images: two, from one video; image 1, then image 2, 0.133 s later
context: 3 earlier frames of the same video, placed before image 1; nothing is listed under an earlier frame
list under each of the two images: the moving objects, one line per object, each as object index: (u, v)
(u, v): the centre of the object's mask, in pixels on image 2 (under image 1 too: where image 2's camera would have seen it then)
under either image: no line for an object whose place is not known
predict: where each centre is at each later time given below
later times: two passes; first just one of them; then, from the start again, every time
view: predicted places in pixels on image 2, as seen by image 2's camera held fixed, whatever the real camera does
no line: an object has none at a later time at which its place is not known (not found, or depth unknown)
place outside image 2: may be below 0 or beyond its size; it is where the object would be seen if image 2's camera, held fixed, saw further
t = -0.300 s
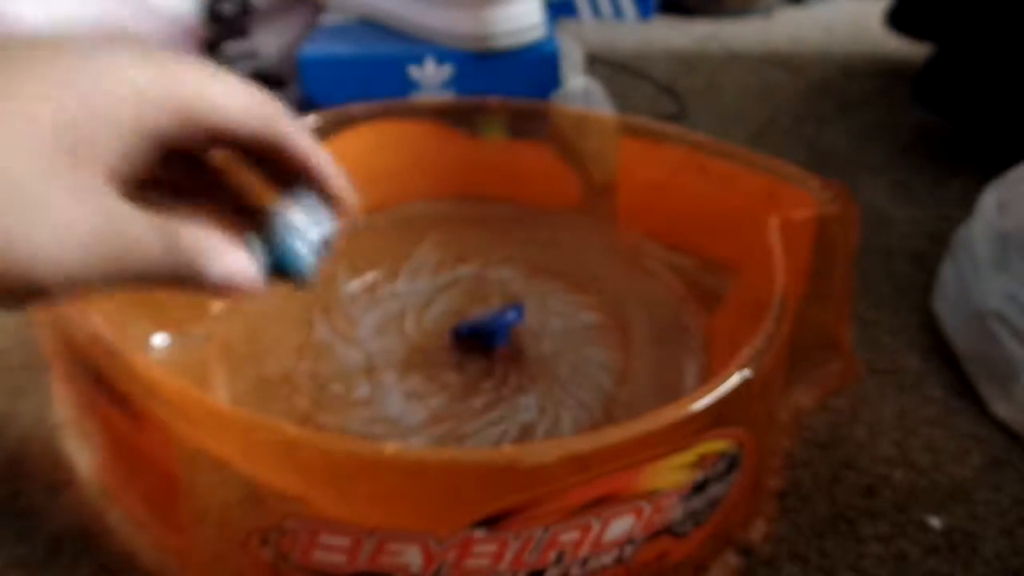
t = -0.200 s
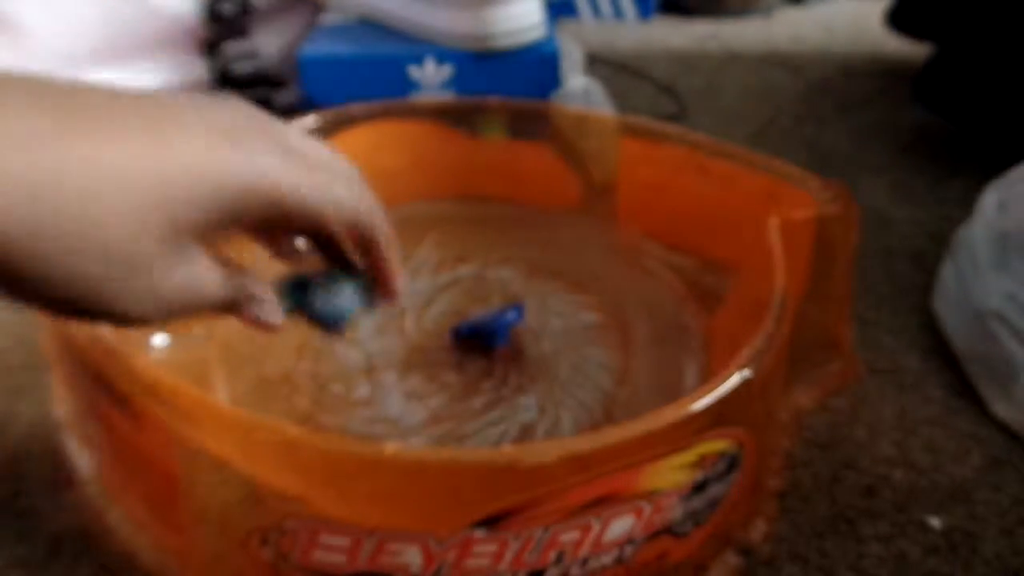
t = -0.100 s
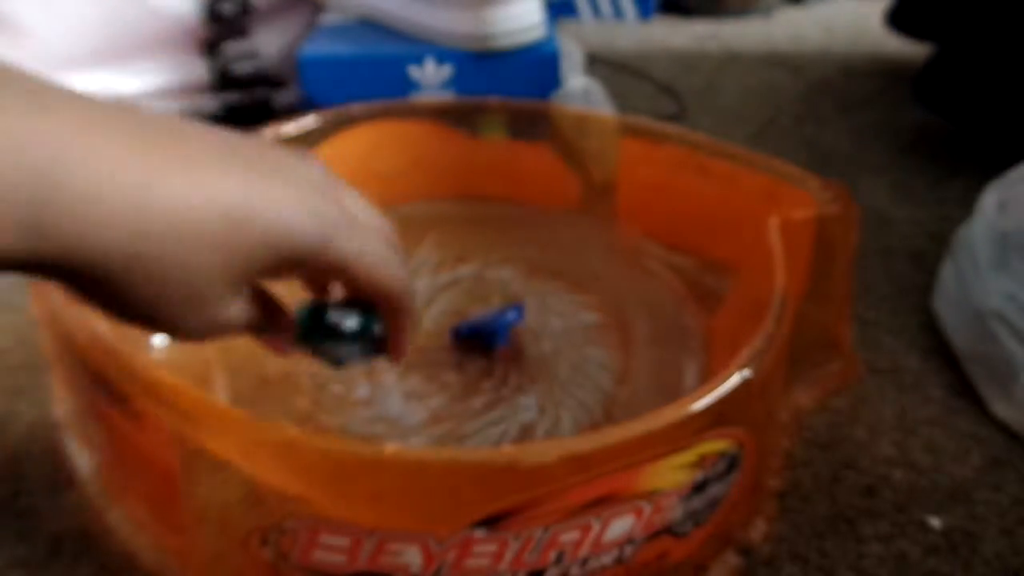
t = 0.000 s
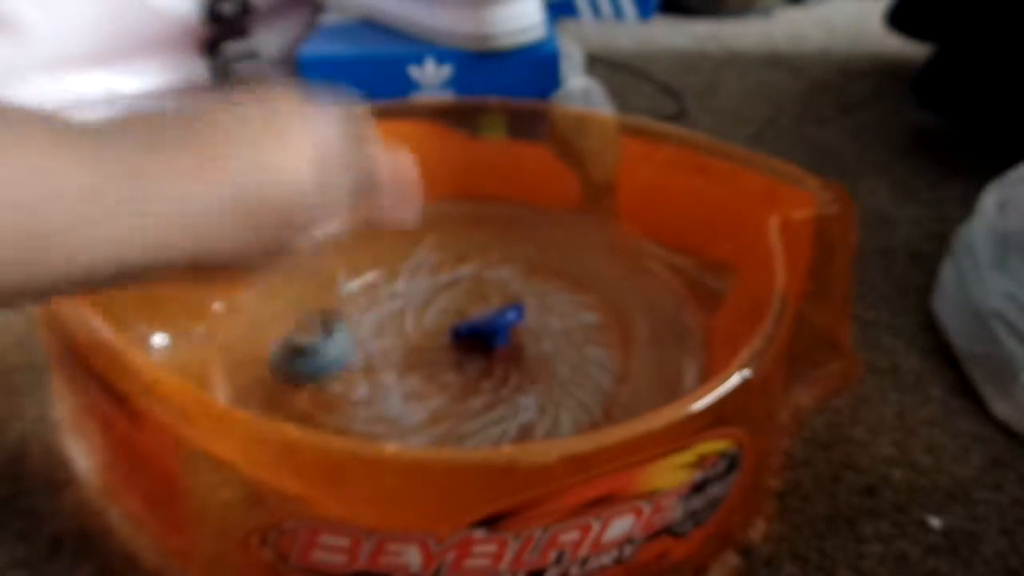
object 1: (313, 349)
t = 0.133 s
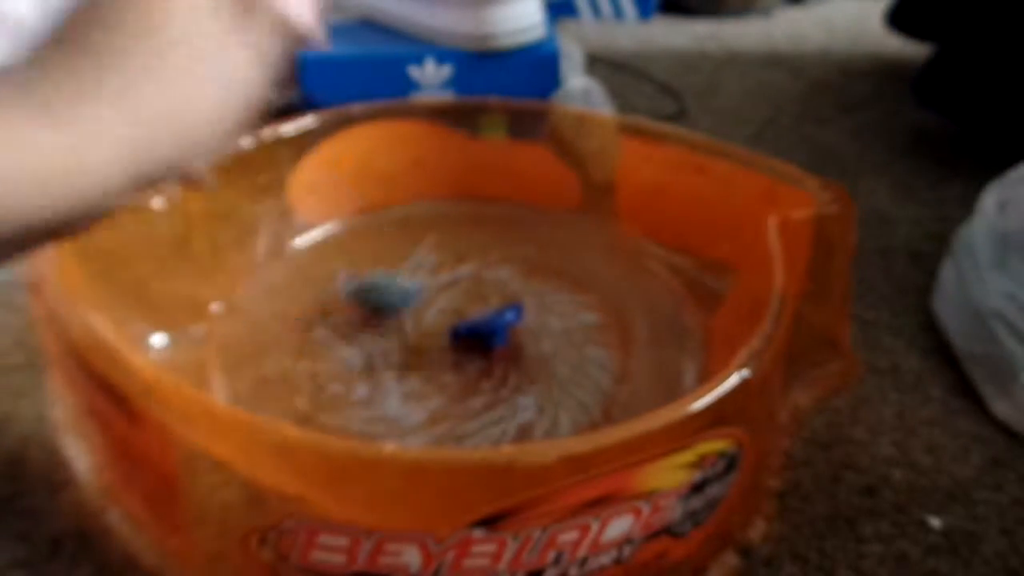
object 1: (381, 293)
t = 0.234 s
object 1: (484, 253)
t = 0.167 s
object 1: (414, 289)
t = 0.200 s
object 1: (448, 268)
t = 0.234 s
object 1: (484, 253)
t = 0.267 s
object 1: (519, 233)
